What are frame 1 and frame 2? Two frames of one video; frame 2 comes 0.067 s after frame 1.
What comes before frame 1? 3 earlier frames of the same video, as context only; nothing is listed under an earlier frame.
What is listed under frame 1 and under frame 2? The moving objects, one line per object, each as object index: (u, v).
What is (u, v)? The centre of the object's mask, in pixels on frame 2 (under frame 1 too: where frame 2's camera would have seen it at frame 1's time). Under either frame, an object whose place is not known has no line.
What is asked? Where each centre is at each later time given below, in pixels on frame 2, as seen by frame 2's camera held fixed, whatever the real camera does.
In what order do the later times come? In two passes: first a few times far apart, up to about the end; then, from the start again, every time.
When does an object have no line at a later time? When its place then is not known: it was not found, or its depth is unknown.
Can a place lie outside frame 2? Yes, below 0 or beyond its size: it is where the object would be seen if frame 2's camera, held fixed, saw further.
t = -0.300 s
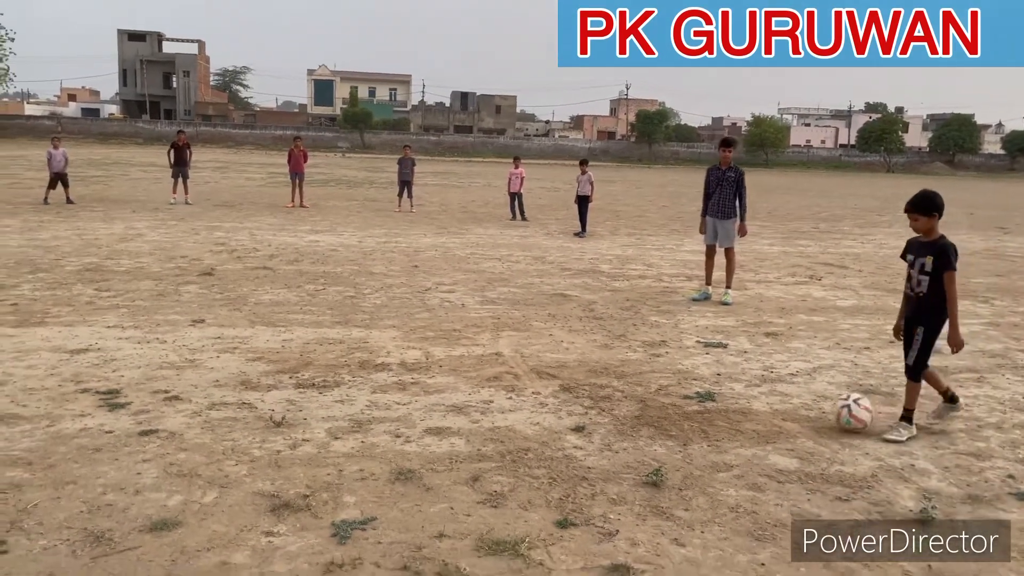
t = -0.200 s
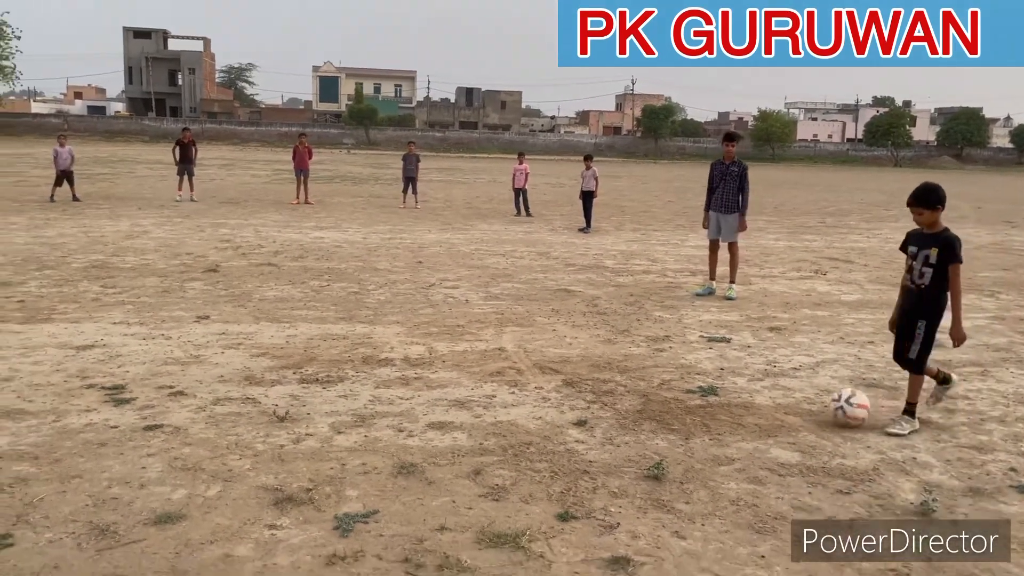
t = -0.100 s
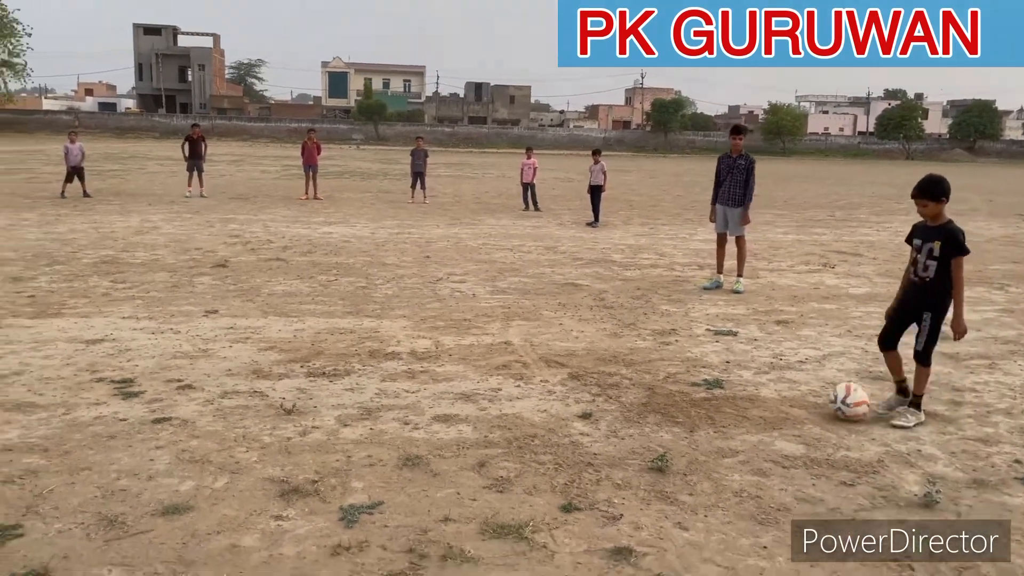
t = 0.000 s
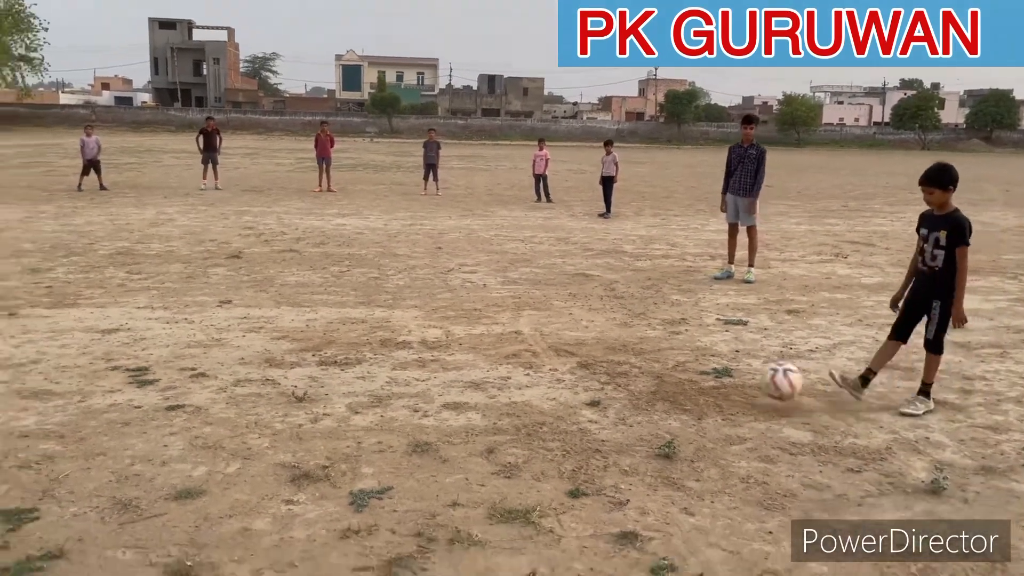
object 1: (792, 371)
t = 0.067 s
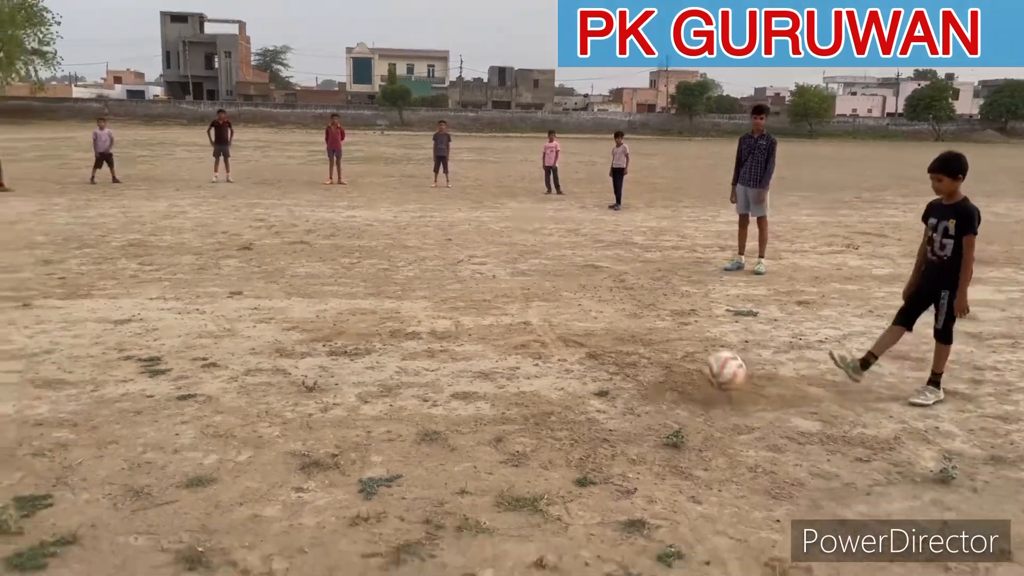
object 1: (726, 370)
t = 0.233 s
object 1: (567, 384)
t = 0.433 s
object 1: (405, 392)
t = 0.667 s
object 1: (276, 399)
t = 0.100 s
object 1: (690, 373)
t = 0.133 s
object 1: (657, 378)
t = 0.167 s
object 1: (625, 386)
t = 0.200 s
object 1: (593, 390)
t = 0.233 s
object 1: (567, 384)
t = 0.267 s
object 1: (540, 380)
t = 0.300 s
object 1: (513, 379)
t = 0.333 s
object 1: (486, 379)
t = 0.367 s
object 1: (460, 382)
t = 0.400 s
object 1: (432, 386)
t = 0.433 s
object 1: (405, 392)
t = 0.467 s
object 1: (381, 394)
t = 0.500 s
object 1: (365, 391)
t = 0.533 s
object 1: (347, 390)
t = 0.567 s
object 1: (328, 390)
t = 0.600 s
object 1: (311, 391)
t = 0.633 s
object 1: (294, 397)
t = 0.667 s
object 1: (276, 399)
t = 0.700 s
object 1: (259, 395)
